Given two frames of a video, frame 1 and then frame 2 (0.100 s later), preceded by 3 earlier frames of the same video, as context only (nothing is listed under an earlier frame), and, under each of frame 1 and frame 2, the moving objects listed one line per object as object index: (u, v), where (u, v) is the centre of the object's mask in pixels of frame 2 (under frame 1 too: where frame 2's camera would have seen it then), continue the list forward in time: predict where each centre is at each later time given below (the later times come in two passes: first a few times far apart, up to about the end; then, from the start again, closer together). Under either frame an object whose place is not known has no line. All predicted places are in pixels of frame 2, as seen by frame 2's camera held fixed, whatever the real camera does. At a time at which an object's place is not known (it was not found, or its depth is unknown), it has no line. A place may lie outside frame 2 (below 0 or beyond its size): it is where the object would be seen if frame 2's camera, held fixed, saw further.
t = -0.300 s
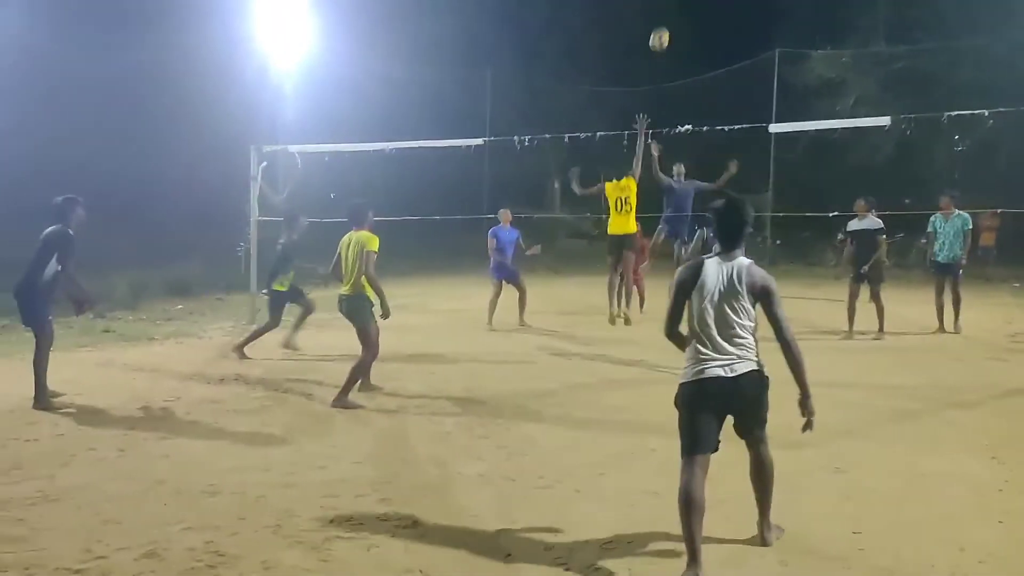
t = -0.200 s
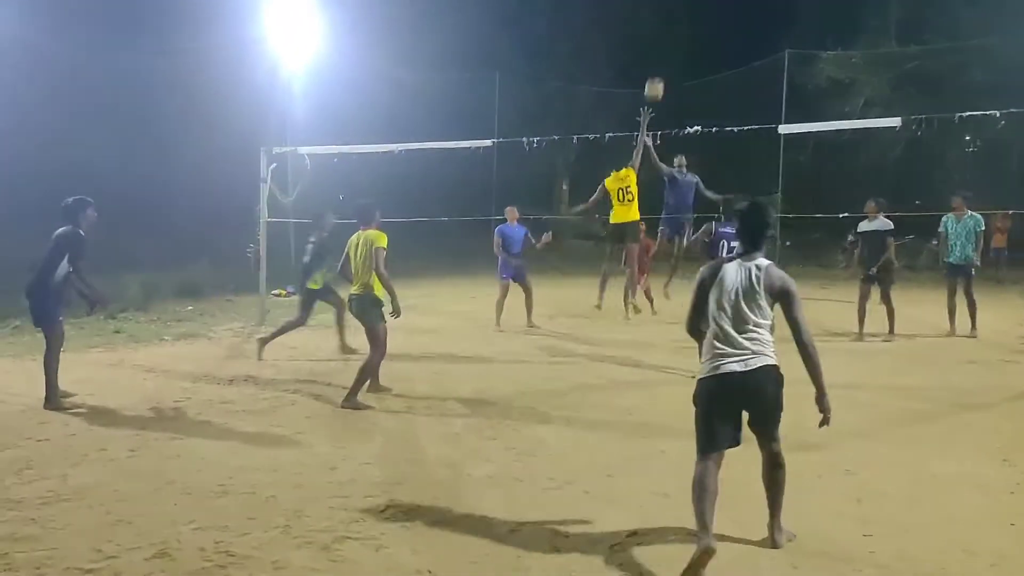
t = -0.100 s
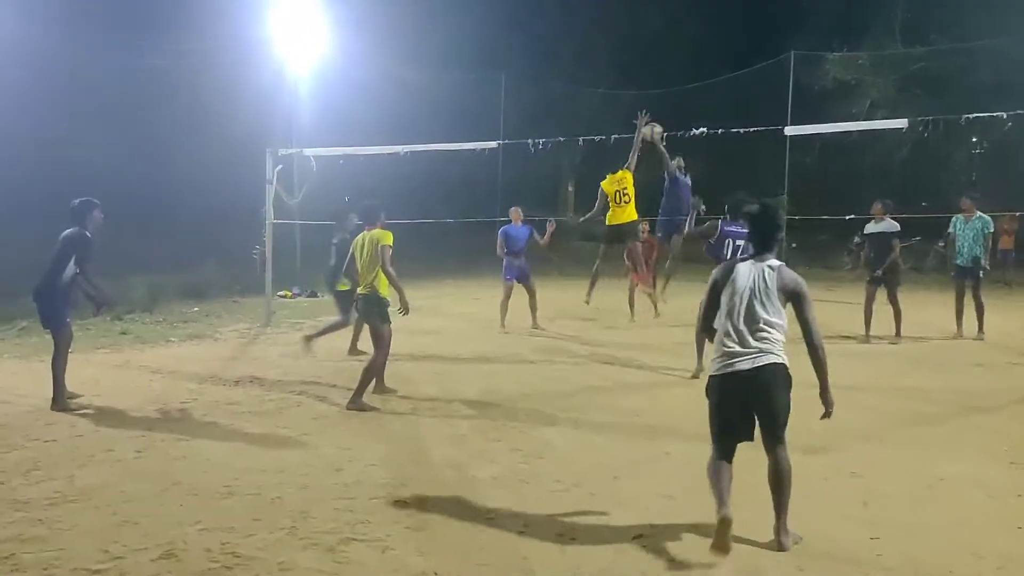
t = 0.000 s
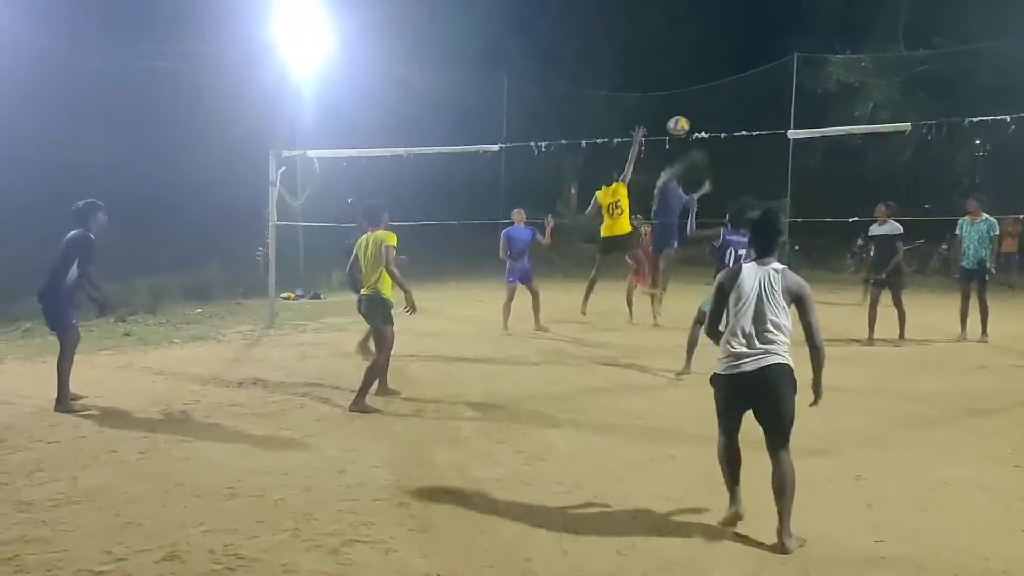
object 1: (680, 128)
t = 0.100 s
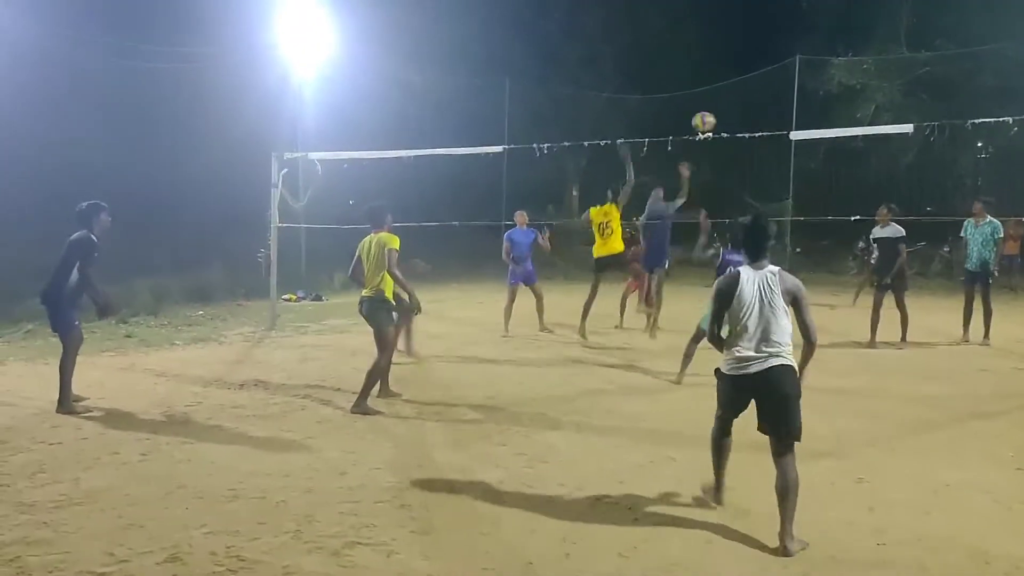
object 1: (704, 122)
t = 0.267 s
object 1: (745, 132)
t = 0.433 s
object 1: (789, 174)
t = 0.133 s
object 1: (712, 122)
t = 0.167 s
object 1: (720, 123)
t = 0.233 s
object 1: (736, 128)
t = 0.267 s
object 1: (745, 132)
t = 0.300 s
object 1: (754, 138)
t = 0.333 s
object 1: (762, 145)
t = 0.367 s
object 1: (771, 153)
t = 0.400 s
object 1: (780, 163)
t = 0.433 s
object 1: (789, 174)
